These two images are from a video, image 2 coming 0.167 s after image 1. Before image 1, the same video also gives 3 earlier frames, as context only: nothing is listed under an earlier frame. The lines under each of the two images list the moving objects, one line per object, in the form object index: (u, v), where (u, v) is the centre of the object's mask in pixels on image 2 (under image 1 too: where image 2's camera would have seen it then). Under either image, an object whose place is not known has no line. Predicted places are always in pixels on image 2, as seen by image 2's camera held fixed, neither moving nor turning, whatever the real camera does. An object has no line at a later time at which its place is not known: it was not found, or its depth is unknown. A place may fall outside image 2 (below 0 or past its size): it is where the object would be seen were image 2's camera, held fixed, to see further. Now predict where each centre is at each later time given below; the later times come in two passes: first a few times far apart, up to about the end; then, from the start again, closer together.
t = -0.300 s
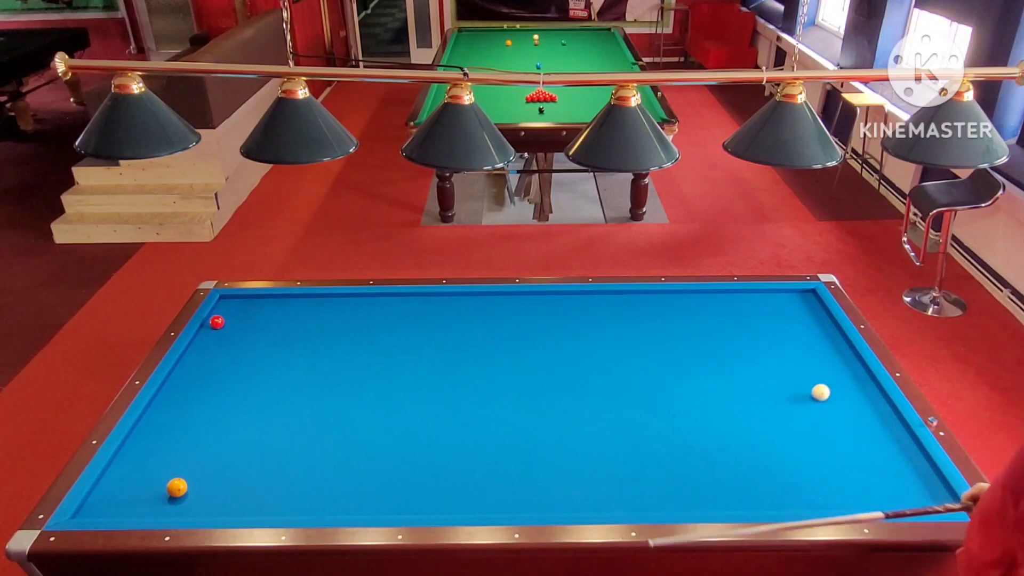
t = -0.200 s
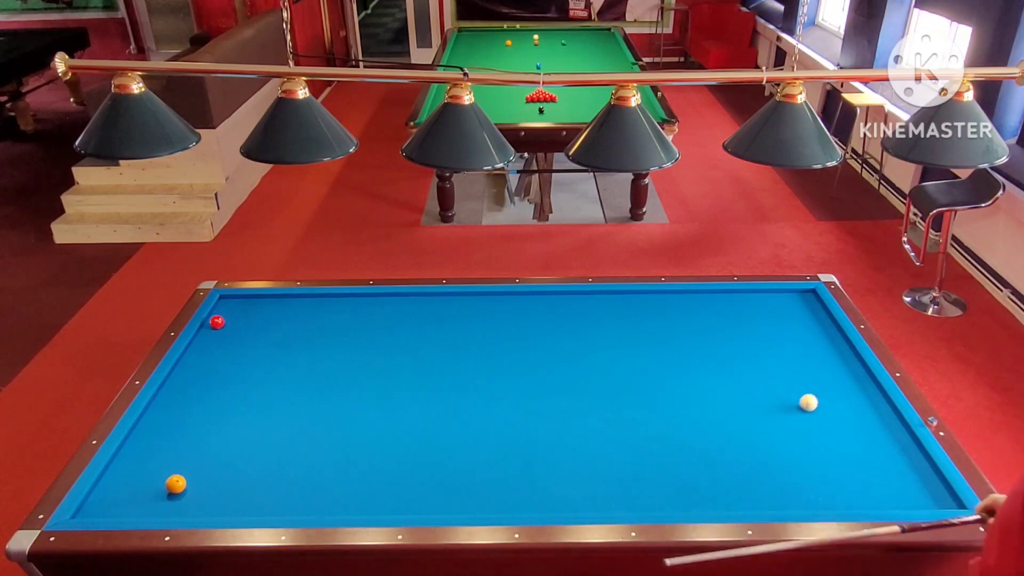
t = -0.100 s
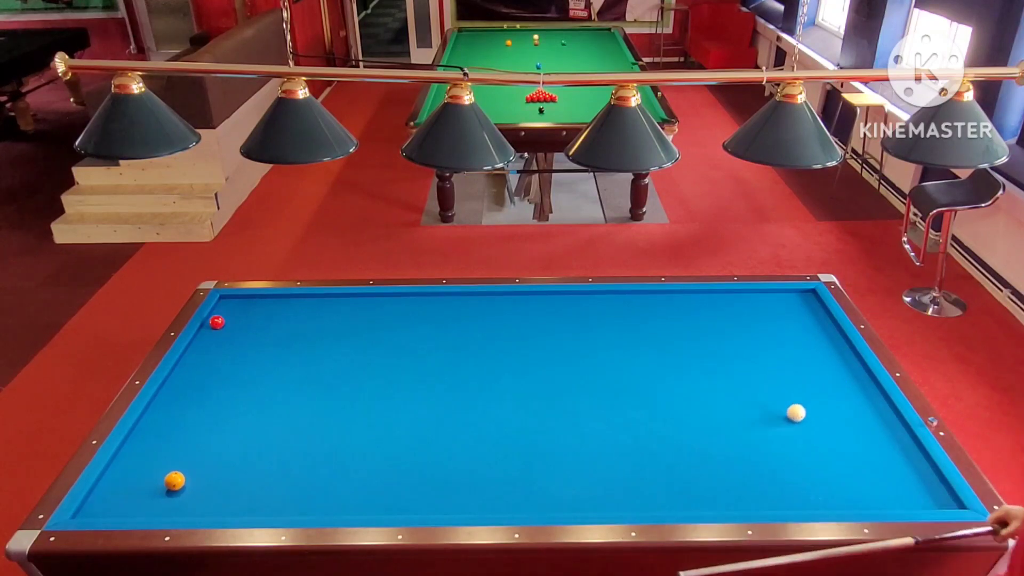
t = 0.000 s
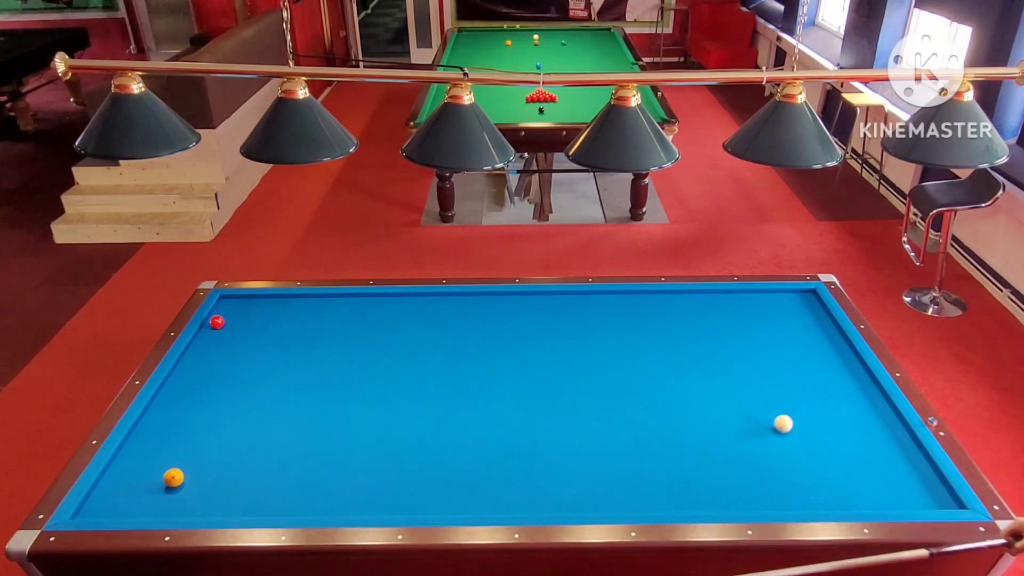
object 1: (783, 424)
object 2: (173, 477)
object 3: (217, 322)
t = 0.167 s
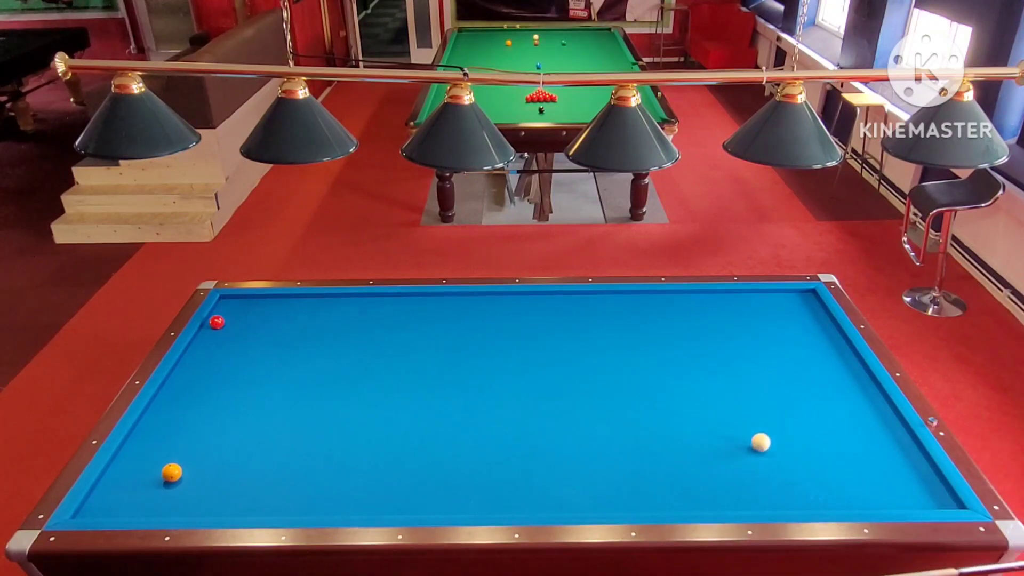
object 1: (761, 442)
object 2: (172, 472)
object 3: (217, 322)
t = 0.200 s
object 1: (756, 446)
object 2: (171, 471)
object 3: (217, 322)
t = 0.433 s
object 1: (722, 474)
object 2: (169, 465)
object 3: (217, 322)
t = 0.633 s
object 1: (690, 500)
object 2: (167, 460)
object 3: (217, 322)
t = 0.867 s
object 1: (646, 493)
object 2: (165, 454)
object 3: (217, 322)
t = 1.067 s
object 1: (609, 479)
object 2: (164, 449)
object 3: (217, 322)
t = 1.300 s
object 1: (568, 464)
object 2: (162, 444)
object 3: (217, 322)
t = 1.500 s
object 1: (535, 452)
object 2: (161, 441)
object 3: (217, 322)
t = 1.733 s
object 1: (499, 439)
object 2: (159, 436)
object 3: (217, 322)
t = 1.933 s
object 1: (470, 428)
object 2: (158, 433)
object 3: (217, 322)
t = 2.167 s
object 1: (438, 416)
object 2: (157, 430)
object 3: (217, 322)
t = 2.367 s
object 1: (412, 406)
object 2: (156, 427)
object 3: (217, 322)
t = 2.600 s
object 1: (384, 396)
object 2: (156, 424)
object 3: (217, 322)
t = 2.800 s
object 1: (361, 387)
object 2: (155, 422)
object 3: (217, 322)
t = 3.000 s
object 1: (339, 379)
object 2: (155, 420)
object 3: (217, 322)
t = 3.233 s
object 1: (315, 369)
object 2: (155, 418)
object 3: (217, 322)
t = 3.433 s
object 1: (295, 362)
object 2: (154, 417)
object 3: (217, 322)
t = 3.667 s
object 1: (273, 354)
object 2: (154, 415)
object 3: (217, 322)
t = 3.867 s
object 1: (255, 347)
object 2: (154, 415)
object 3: (217, 322)
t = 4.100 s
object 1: (235, 340)
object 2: (153, 414)
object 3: (217, 322)
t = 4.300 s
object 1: (219, 334)
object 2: (153, 414)
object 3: (217, 321)
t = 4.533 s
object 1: (206, 328)
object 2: (153, 413)
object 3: (219, 321)
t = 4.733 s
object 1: (209, 328)
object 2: (153, 414)
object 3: (227, 316)
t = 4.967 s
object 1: (213, 329)
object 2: (153, 414)
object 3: (235, 311)
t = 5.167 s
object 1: (216, 330)
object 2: (153, 414)
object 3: (242, 306)
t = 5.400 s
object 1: (218, 330)
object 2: (153, 414)
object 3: (250, 302)
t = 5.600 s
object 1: (220, 331)
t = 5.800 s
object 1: (221, 331)
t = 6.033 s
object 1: (222, 331)
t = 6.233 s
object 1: (222, 332)
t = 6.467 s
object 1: (224, 331)
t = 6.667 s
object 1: (223, 332)
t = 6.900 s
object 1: (222, 332)
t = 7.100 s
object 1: (223, 332)
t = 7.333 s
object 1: (223, 332)
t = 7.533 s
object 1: (222, 332)
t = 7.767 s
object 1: (223, 332)
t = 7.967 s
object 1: (222, 332)
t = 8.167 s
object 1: (222, 332)
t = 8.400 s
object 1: (222, 332)
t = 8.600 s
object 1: (222, 332)
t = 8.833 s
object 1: (222, 332)
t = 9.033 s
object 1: (225, 330)
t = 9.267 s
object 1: (222, 332)
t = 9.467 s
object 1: (223, 332)
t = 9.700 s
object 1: (223, 332)
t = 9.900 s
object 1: (222, 332)
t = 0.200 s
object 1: (756, 446)
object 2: (171, 471)
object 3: (217, 322)
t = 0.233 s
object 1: (751, 450)
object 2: (171, 470)
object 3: (217, 322)
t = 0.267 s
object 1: (747, 454)
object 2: (171, 470)
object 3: (217, 322)
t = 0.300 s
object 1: (742, 458)
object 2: (170, 468)
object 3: (217, 322)
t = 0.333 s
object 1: (737, 462)
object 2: (170, 468)
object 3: (217, 322)
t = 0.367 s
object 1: (732, 466)
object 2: (170, 467)
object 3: (217, 322)
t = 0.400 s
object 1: (727, 470)
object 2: (169, 466)
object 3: (217, 322)
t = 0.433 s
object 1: (722, 474)
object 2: (169, 465)
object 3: (217, 322)
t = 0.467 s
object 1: (717, 479)
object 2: (169, 464)
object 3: (217, 322)
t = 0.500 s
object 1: (712, 483)
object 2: (168, 463)
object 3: (217, 322)
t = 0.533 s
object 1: (706, 487)
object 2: (168, 462)
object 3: (217, 322)
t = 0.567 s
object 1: (701, 491)
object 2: (168, 461)
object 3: (217, 322)
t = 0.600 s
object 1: (696, 496)
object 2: (168, 461)
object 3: (217, 322)
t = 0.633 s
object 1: (690, 500)
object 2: (167, 460)
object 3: (217, 322)
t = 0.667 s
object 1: (685, 504)
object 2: (167, 459)
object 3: (217, 322)
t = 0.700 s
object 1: (679, 505)
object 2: (167, 458)
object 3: (217, 322)
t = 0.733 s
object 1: (672, 502)
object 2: (166, 457)
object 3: (217, 322)
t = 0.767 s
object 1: (666, 500)
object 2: (166, 456)
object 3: (217, 322)
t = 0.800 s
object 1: (659, 498)
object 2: (166, 456)
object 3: (217, 322)
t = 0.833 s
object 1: (652, 496)
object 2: (166, 455)
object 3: (217, 322)
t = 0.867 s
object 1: (646, 493)
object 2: (165, 454)
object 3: (217, 322)
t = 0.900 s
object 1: (639, 491)
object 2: (165, 453)
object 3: (217, 322)
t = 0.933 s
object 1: (633, 488)
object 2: (165, 452)
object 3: (217, 322)
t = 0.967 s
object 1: (627, 486)
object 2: (164, 451)
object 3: (217, 322)
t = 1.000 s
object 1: (621, 484)
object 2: (164, 451)
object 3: (217, 322)
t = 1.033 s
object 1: (615, 481)
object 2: (164, 450)
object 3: (217, 322)
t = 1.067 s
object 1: (609, 479)
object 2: (164, 449)
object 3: (217, 322)
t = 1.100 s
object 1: (602, 477)
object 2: (163, 448)
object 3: (217, 322)
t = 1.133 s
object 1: (597, 475)
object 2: (163, 448)
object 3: (217, 322)
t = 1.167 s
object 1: (591, 473)
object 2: (163, 447)
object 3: (217, 322)
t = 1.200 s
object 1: (585, 471)
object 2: (163, 446)
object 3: (217, 322)
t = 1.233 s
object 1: (579, 468)
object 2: (162, 446)
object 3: (217, 322)
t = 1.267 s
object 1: (574, 466)
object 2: (162, 445)
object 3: (217, 322)
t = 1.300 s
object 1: (568, 464)
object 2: (162, 444)
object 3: (217, 322)
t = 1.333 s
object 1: (562, 462)
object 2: (162, 444)
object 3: (217, 322)
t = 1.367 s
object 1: (557, 460)
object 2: (162, 443)
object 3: (217, 322)
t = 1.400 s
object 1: (551, 458)
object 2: (161, 442)
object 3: (217, 322)
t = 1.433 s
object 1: (546, 456)
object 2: (161, 442)
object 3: (217, 322)
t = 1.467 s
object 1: (541, 454)
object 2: (161, 441)
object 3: (217, 322)
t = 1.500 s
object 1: (535, 452)
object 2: (161, 441)
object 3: (217, 322)
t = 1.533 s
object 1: (530, 450)
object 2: (161, 440)
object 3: (217, 322)
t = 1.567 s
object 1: (525, 448)
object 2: (160, 439)
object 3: (217, 322)
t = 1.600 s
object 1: (519, 446)
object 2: (160, 439)
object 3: (217, 322)
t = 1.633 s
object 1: (514, 444)
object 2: (160, 438)
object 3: (217, 322)
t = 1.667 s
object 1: (509, 442)
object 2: (160, 437)
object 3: (217, 322)
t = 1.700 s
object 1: (504, 441)
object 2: (159, 437)
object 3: (217, 322)
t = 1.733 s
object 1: (499, 439)
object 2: (159, 436)
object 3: (217, 322)
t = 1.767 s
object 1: (494, 437)
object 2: (159, 436)
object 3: (217, 322)
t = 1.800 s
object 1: (489, 435)
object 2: (159, 435)
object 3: (217, 322)
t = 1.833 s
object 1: (484, 433)
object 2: (159, 435)
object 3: (217, 322)
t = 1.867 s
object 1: (479, 432)
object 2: (159, 434)
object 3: (217, 322)
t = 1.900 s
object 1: (475, 430)
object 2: (158, 433)
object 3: (217, 322)
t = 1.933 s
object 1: (470, 428)
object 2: (158, 433)
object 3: (217, 322)
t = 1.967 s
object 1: (465, 426)
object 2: (158, 433)
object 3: (217, 322)
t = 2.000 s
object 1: (461, 424)
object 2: (158, 432)
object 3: (217, 322)
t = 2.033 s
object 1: (456, 423)
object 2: (158, 432)
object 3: (217, 322)
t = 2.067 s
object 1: (451, 421)
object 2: (158, 431)
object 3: (217, 322)
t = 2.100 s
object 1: (447, 419)
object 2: (157, 431)
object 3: (217, 322)
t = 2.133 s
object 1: (442, 418)
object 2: (157, 430)
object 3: (217, 322)
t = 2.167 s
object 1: (438, 416)
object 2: (157, 430)
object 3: (217, 322)
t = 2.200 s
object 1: (434, 414)
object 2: (157, 429)
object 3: (217, 322)
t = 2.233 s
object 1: (429, 413)
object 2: (157, 429)
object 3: (217, 322)
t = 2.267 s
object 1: (425, 411)
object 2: (157, 428)
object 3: (217, 322)
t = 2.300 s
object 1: (421, 410)
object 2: (157, 428)
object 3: (217, 322)
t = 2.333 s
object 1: (416, 408)
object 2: (156, 427)
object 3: (217, 322)
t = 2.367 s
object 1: (412, 406)
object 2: (156, 427)
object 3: (217, 322)
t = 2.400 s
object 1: (408, 405)
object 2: (156, 426)
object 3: (217, 322)
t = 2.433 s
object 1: (404, 403)
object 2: (156, 426)
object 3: (217, 322)
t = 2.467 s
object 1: (400, 402)
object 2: (156, 426)
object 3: (217, 322)
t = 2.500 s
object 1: (396, 400)
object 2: (156, 425)
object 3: (217, 322)
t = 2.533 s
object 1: (392, 399)
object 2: (156, 425)
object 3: (217, 322)
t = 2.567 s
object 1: (388, 397)
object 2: (156, 424)
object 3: (217, 322)
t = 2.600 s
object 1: (384, 396)
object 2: (156, 424)
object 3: (217, 322)
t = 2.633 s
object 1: (380, 394)
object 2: (156, 424)
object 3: (217, 322)
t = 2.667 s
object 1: (376, 393)
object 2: (155, 423)
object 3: (217, 322)
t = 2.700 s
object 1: (372, 392)
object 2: (155, 423)
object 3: (217, 322)
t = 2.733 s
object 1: (368, 390)
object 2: (155, 423)
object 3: (217, 322)
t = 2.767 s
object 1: (364, 389)
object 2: (155, 422)
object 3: (217, 322)
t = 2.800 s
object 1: (361, 387)
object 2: (155, 422)
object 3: (217, 322)
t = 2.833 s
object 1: (357, 386)
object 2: (155, 421)
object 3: (217, 322)
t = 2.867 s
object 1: (353, 384)
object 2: (155, 421)
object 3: (217, 322)
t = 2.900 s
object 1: (350, 383)
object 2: (155, 421)
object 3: (217, 322)
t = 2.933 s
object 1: (346, 382)
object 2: (155, 421)
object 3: (217, 322)
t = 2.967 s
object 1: (342, 380)
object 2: (155, 420)
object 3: (217, 322)
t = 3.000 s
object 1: (339, 379)
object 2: (155, 420)
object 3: (217, 322)
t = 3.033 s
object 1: (335, 377)
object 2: (155, 420)
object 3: (217, 322)
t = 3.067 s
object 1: (332, 376)
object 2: (155, 419)
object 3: (217, 322)
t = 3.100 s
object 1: (328, 375)
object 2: (155, 419)
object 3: (217, 322)
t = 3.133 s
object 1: (325, 373)
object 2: (155, 419)
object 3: (217, 322)
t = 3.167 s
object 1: (321, 372)
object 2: (155, 419)
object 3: (217, 322)
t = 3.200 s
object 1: (318, 371)
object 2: (155, 418)
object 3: (217, 322)
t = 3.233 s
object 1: (315, 369)
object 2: (155, 418)
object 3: (217, 322)
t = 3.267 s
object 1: (311, 368)
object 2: (155, 418)
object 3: (217, 322)
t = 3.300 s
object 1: (308, 367)
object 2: (154, 418)
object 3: (217, 322)
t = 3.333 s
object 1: (305, 366)
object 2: (154, 417)
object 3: (217, 322)
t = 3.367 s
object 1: (301, 365)
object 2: (154, 417)
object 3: (217, 322)
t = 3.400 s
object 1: (298, 363)
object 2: (154, 417)
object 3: (217, 322)
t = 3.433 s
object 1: (295, 362)
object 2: (154, 417)
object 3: (217, 322)
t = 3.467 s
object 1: (292, 361)
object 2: (154, 417)
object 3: (217, 322)
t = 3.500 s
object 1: (288, 360)
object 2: (154, 416)
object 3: (217, 322)
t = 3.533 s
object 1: (285, 358)
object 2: (154, 416)
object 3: (217, 322)
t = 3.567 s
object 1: (282, 357)
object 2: (154, 416)
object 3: (217, 322)
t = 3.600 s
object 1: (279, 356)
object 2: (154, 416)
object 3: (217, 322)
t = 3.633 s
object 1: (276, 355)
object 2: (154, 416)
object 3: (217, 322)
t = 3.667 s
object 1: (273, 354)
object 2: (154, 415)
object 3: (217, 322)
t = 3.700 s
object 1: (270, 353)
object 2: (154, 415)
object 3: (217, 322)
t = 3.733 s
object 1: (267, 352)
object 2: (154, 415)
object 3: (217, 322)
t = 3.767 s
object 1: (264, 351)
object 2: (154, 415)
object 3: (217, 322)
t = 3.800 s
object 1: (261, 349)
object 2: (154, 415)
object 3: (217, 322)
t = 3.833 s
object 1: (258, 348)
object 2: (154, 415)
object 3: (217, 322)
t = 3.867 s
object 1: (255, 347)
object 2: (154, 415)
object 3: (217, 322)
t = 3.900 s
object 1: (252, 346)
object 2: (153, 415)
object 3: (217, 322)
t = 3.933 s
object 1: (249, 345)
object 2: (153, 415)
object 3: (217, 322)
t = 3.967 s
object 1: (246, 344)
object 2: (153, 414)
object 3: (217, 322)
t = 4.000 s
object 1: (244, 343)
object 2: (153, 414)
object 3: (217, 322)
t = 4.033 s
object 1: (241, 342)
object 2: (153, 414)
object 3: (217, 322)
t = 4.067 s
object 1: (238, 341)
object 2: (153, 414)
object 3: (217, 322)
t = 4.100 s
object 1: (235, 340)
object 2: (153, 414)
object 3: (217, 322)
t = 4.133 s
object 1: (232, 339)
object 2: (153, 414)
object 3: (217, 322)
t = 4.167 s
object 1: (230, 338)
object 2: (153, 414)
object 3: (217, 322)
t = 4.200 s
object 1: (227, 337)
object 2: (153, 414)
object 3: (217, 322)
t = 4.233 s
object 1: (224, 336)
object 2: (153, 414)
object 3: (217, 322)
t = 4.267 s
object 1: (222, 335)
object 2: (153, 414)
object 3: (217, 321)
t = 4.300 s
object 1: (219, 334)
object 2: (153, 414)
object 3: (217, 321)
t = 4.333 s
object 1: (216, 333)
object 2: (153, 414)
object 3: (217, 321)
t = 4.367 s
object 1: (214, 332)
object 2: (153, 414)
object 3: (217, 321)
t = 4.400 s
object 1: (211, 331)
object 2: (153, 414)
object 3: (217, 321)
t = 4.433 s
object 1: (208, 330)
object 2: (153, 414)
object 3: (217, 321)
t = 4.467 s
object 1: (206, 329)
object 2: (153, 414)
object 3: (217, 322)
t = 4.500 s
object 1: (204, 328)
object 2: (153, 414)
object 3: (217, 322)
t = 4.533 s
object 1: (206, 328)
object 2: (153, 413)
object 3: (219, 321)
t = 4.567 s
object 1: (206, 328)
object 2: (153, 414)
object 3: (220, 320)
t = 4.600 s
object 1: (207, 328)
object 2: (153, 413)
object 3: (221, 319)
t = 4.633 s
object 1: (207, 328)
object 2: (153, 414)
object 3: (223, 318)
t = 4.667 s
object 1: (208, 328)
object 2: (153, 414)
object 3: (224, 317)
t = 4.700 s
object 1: (209, 328)
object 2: (153, 414)
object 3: (225, 317)
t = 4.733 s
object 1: (209, 328)
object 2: (153, 414)
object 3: (227, 316)
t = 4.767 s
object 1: (210, 328)
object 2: (153, 413)
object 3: (228, 315)
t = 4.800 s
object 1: (210, 329)
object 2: (153, 414)
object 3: (229, 314)
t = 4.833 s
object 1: (211, 329)
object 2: (153, 414)
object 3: (230, 314)
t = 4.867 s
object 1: (211, 329)
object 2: (153, 414)
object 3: (232, 313)
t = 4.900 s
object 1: (212, 329)
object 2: (153, 414)
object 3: (233, 312)
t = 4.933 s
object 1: (213, 329)
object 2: (153, 413)
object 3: (234, 311)
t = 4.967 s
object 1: (213, 329)
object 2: (153, 414)
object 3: (235, 311)
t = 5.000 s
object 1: (214, 329)
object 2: (153, 414)
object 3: (237, 310)
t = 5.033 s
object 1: (214, 329)
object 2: (153, 414)
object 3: (238, 309)
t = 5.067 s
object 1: (215, 329)
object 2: (153, 414)
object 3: (239, 309)
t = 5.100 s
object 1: (215, 330)
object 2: (153, 414)
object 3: (240, 308)
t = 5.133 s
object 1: (215, 330)
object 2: (153, 414)
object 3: (241, 307)
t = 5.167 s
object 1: (216, 330)
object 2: (153, 414)
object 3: (242, 306)
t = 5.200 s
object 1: (216, 330)
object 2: (153, 413)
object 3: (243, 306)
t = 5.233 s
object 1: (217, 330)
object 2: (153, 414)
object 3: (245, 305)
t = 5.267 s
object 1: (217, 330)
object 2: (153, 414)
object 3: (246, 304)
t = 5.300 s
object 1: (217, 330)
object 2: (153, 414)
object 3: (247, 304)
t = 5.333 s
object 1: (218, 330)
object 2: (153, 413)
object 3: (248, 303)
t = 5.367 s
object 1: (218, 330)
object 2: (153, 414)
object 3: (249, 302)
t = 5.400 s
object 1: (218, 330)
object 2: (153, 414)
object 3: (250, 302)
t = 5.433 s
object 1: (219, 330)
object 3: (251, 301)
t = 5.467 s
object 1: (219, 331)
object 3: (252, 301)
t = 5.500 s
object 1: (219, 331)
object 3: (253, 300)
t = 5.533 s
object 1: (219, 331)
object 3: (254, 299)
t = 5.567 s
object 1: (220, 331)
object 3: (255, 299)
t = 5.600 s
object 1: (220, 331)
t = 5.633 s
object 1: (220, 331)
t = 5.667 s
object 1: (220, 331)
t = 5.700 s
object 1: (221, 331)
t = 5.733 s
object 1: (221, 331)
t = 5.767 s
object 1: (221, 331)
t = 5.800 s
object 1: (221, 331)
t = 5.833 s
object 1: (221, 331)
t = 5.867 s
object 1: (221, 331)
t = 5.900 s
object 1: (222, 331)
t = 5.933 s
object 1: (222, 331)
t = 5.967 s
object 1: (222, 331)
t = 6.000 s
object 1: (222, 332)
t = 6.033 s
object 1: (222, 331)
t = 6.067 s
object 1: (222, 332)
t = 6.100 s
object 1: (222, 332)
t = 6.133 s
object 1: (222, 332)
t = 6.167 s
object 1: (222, 332)
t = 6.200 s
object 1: (222, 332)
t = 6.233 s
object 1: (222, 332)
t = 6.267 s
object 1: (222, 332)
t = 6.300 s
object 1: (222, 332)
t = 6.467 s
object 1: (224, 331)
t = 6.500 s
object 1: (222, 332)
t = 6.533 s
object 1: (222, 332)
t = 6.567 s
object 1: (223, 332)
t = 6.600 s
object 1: (223, 332)
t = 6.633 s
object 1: (223, 332)
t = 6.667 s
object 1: (223, 332)
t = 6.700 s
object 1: (223, 332)
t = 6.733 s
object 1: (223, 332)
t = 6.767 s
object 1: (223, 332)
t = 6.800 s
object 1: (222, 332)
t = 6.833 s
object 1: (222, 332)
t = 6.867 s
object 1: (222, 332)
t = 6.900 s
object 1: (222, 332)
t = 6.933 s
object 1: (223, 332)
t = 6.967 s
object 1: (222, 332)
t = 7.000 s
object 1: (223, 332)
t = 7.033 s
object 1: (222, 332)
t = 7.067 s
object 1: (223, 332)
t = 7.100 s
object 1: (223, 332)
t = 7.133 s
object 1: (222, 332)
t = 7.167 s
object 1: (223, 332)
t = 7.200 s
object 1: (222, 332)
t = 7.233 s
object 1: (222, 332)
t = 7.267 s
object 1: (222, 332)
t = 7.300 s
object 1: (222, 332)
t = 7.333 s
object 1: (223, 332)
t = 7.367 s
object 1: (222, 332)
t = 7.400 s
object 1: (223, 332)
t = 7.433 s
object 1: (223, 332)
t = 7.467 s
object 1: (222, 332)
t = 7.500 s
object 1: (222, 332)
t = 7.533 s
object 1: (222, 332)
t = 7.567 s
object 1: (223, 332)
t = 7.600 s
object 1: (222, 332)
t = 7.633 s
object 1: (222, 332)
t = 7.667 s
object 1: (222, 332)
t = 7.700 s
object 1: (223, 332)
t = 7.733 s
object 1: (222, 332)
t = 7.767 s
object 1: (223, 332)
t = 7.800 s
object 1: (222, 332)
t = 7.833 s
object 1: (223, 332)
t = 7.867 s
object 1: (222, 332)
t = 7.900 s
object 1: (222, 332)
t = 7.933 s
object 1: (222, 332)
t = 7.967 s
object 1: (222, 332)
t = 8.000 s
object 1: (222, 332)
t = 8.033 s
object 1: (222, 332)
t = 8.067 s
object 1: (222, 332)
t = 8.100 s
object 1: (222, 332)
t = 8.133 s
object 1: (222, 332)
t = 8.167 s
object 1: (222, 332)
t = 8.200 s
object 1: (222, 332)
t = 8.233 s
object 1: (222, 332)
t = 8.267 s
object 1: (222, 332)
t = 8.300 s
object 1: (222, 332)
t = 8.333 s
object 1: (222, 332)
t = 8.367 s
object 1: (222, 332)
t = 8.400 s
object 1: (222, 332)
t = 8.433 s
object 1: (222, 332)
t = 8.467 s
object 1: (222, 332)
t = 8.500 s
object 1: (222, 332)
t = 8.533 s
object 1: (222, 332)
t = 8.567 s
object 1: (222, 332)
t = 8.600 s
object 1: (222, 332)
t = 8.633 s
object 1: (222, 332)
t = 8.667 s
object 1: (223, 332)
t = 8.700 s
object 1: (222, 332)
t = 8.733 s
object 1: (222, 332)
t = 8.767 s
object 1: (222, 332)
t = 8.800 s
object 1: (222, 332)
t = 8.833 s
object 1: (222, 332)
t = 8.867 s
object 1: (222, 332)
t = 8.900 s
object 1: (222, 332)
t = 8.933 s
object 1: (222, 332)
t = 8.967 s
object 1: (222, 332)
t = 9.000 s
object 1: (223, 332)
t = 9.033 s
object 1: (225, 330)
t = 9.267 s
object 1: (222, 332)
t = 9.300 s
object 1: (223, 332)
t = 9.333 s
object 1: (222, 332)
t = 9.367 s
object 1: (223, 332)
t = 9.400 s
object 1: (223, 332)
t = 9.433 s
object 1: (223, 332)
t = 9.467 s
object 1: (223, 332)
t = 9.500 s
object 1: (223, 332)
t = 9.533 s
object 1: (223, 332)
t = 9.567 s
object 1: (223, 332)
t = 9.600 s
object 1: (223, 332)
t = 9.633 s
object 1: (223, 332)
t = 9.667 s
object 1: (223, 332)
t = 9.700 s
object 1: (223, 332)
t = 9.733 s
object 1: (223, 332)
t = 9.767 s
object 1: (223, 332)
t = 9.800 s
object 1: (223, 332)
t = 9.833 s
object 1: (222, 332)
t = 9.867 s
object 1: (222, 332)
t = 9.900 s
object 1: (222, 332)
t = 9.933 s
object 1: (222, 332)
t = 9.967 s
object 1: (222, 332)
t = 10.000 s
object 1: (222, 332)
